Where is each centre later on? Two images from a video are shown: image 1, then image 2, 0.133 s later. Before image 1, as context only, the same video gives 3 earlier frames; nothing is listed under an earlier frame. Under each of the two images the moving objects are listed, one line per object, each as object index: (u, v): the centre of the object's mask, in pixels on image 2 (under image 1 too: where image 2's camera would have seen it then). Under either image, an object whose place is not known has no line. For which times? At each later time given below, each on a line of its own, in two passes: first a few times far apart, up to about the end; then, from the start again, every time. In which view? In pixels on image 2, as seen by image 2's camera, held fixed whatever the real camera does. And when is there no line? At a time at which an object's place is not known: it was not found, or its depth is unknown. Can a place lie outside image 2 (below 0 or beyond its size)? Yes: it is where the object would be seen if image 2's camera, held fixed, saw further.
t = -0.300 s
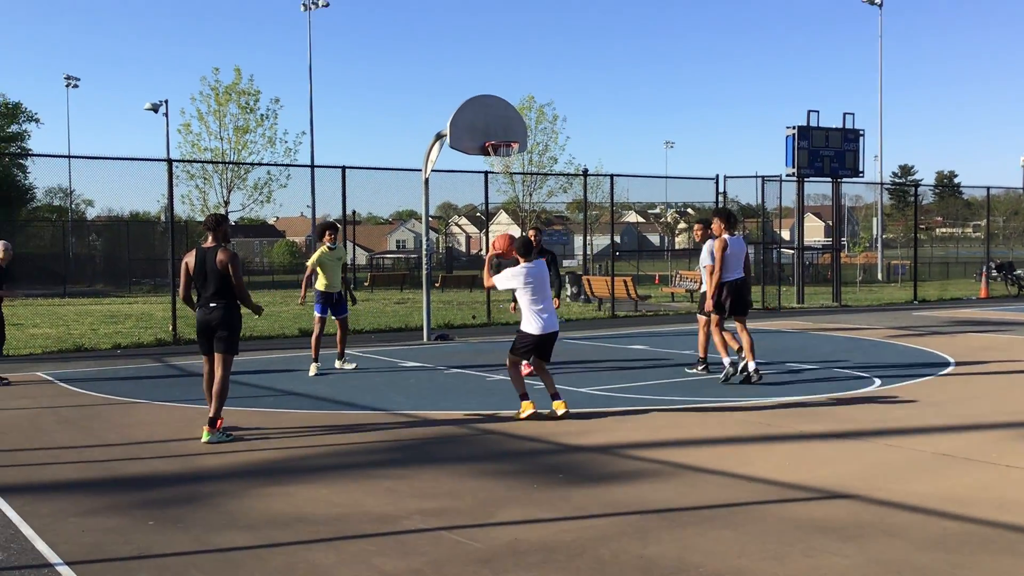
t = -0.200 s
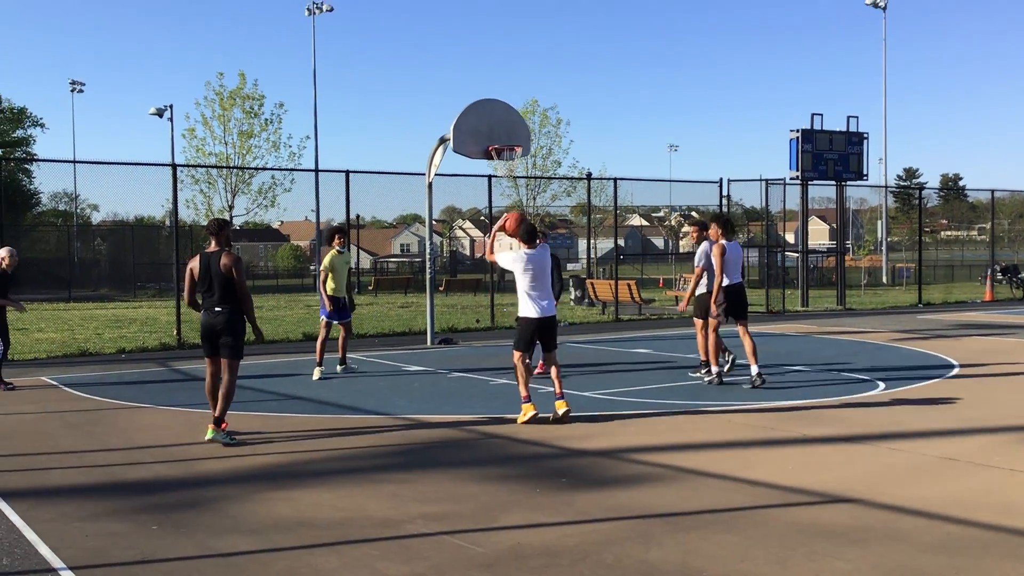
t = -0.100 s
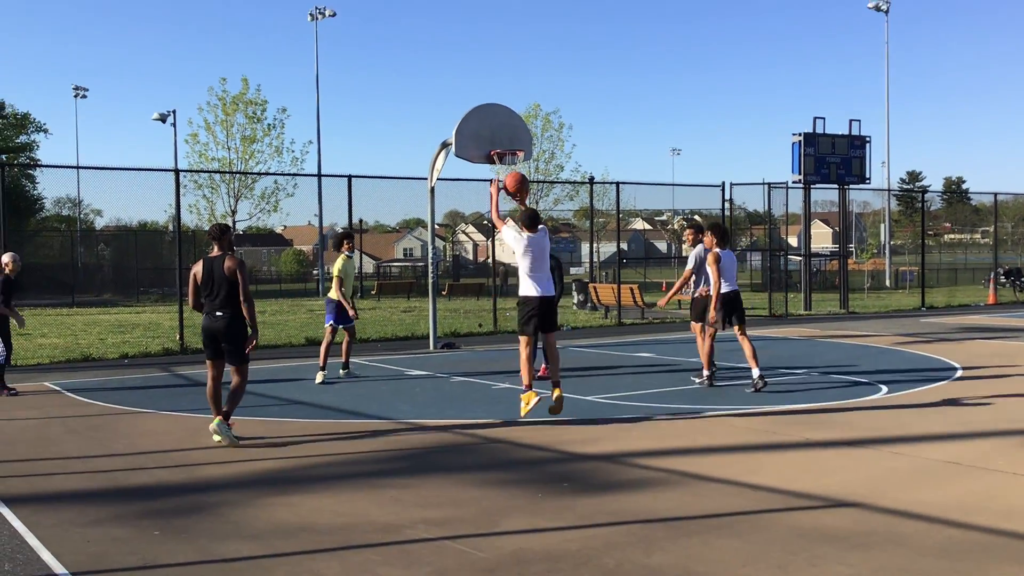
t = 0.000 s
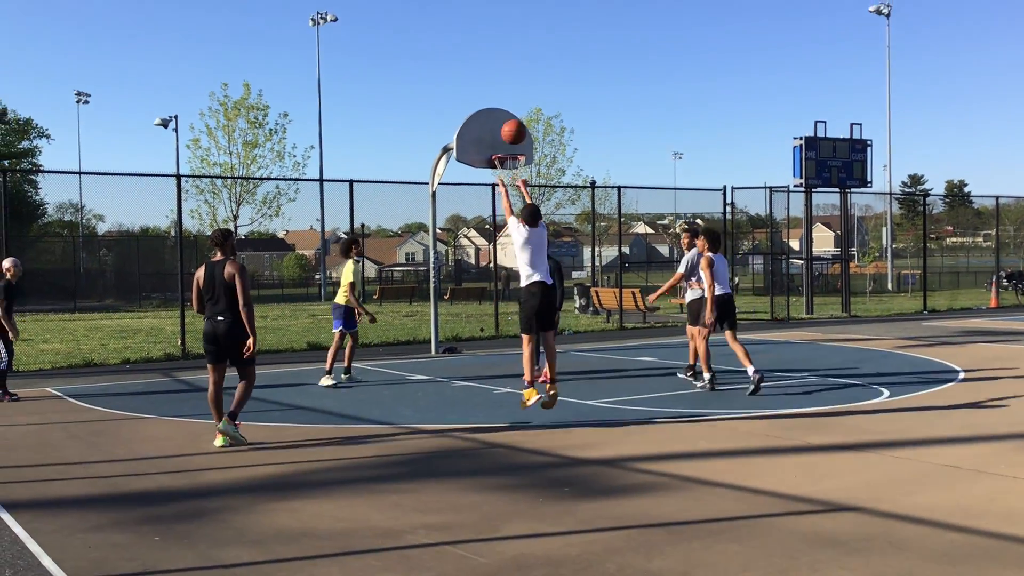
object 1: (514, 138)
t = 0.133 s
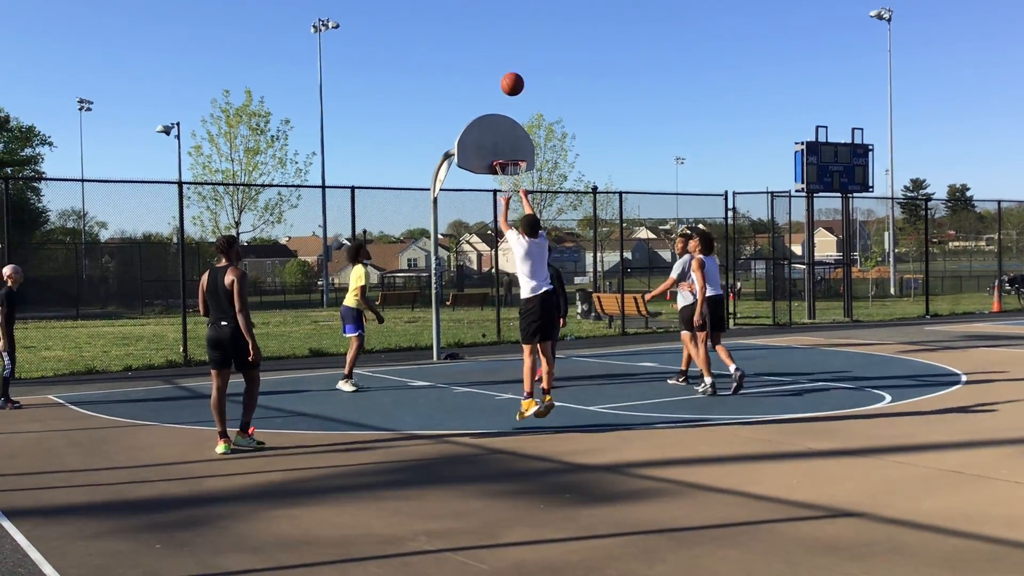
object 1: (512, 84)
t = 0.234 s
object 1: (511, 58)
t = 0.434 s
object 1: (511, 37)
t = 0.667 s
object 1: (511, 56)
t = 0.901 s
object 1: (513, 110)
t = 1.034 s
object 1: (515, 153)
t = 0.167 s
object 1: (512, 74)
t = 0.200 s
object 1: (511, 65)
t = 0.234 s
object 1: (511, 58)
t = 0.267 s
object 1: (511, 52)
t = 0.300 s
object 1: (511, 46)
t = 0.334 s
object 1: (511, 43)
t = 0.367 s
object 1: (510, 40)
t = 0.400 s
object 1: (510, 38)
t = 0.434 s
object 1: (511, 37)
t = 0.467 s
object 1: (510, 37)
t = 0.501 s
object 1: (511, 38)
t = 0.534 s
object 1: (511, 40)
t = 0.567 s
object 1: (510, 43)
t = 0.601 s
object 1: (511, 47)
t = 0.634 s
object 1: (511, 51)
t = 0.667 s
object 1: (511, 56)
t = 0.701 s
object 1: (512, 62)
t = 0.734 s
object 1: (512, 68)
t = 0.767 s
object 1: (512, 75)
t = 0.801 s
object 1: (512, 83)
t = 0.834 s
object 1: (513, 91)
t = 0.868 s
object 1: (513, 100)
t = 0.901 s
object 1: (513, 110)
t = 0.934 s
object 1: (514, 120)
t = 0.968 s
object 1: (514, 130)
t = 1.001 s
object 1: (514, 142)
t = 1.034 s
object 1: (515, 153)
